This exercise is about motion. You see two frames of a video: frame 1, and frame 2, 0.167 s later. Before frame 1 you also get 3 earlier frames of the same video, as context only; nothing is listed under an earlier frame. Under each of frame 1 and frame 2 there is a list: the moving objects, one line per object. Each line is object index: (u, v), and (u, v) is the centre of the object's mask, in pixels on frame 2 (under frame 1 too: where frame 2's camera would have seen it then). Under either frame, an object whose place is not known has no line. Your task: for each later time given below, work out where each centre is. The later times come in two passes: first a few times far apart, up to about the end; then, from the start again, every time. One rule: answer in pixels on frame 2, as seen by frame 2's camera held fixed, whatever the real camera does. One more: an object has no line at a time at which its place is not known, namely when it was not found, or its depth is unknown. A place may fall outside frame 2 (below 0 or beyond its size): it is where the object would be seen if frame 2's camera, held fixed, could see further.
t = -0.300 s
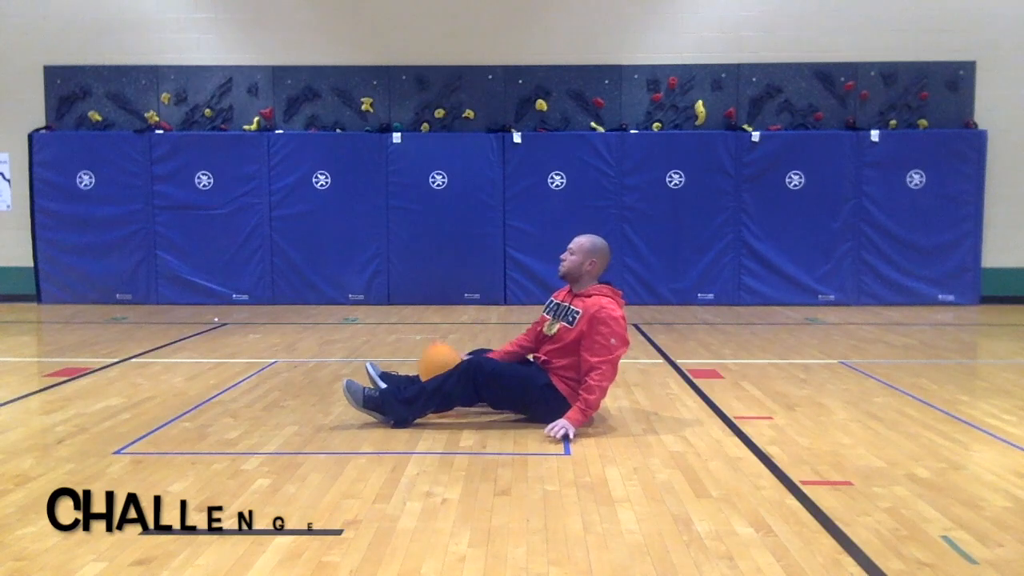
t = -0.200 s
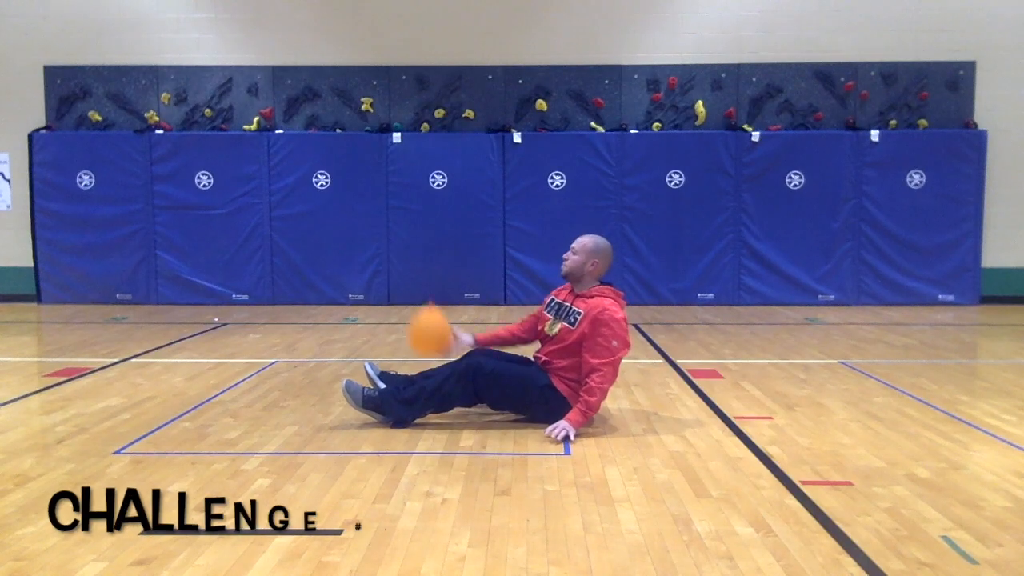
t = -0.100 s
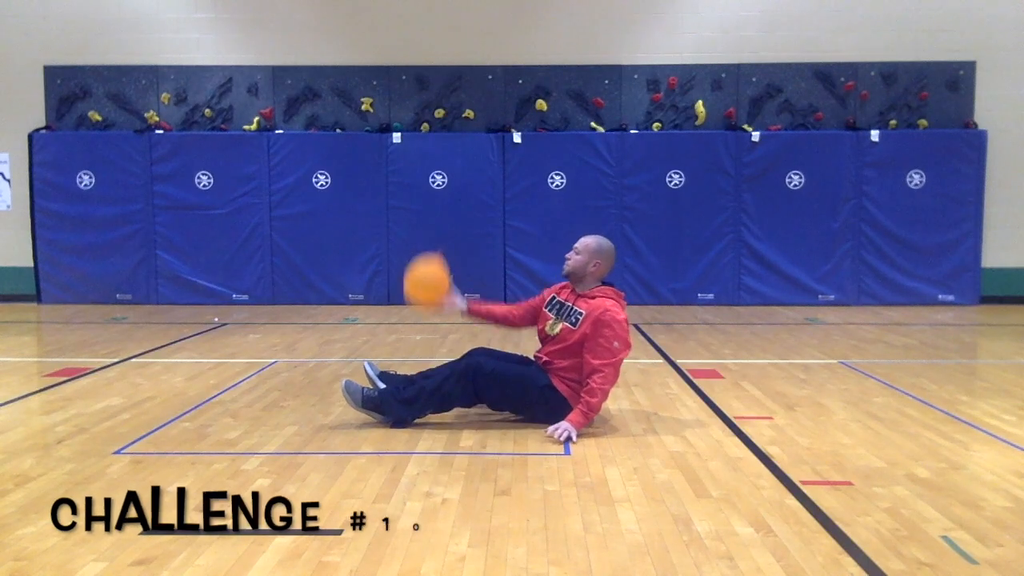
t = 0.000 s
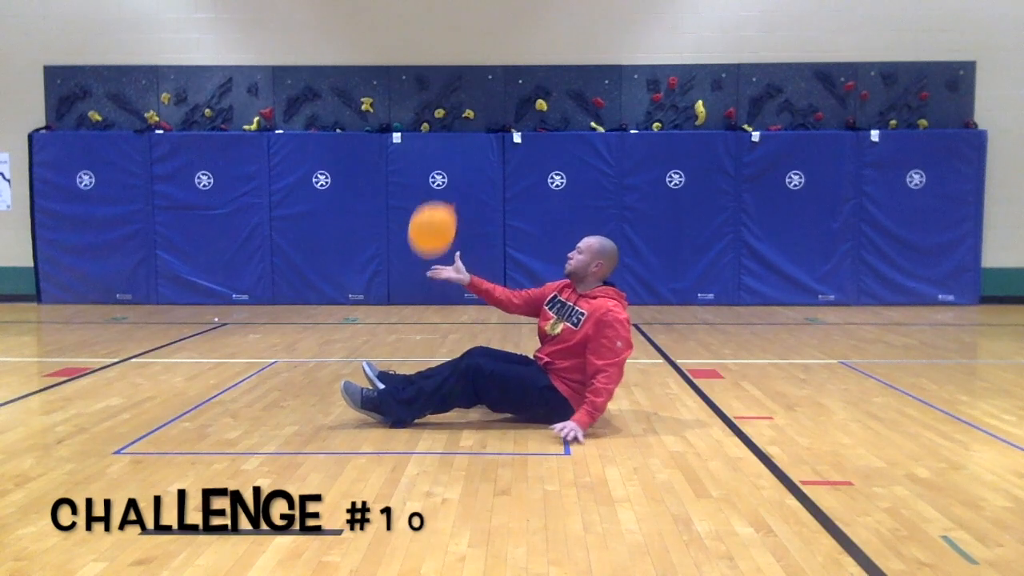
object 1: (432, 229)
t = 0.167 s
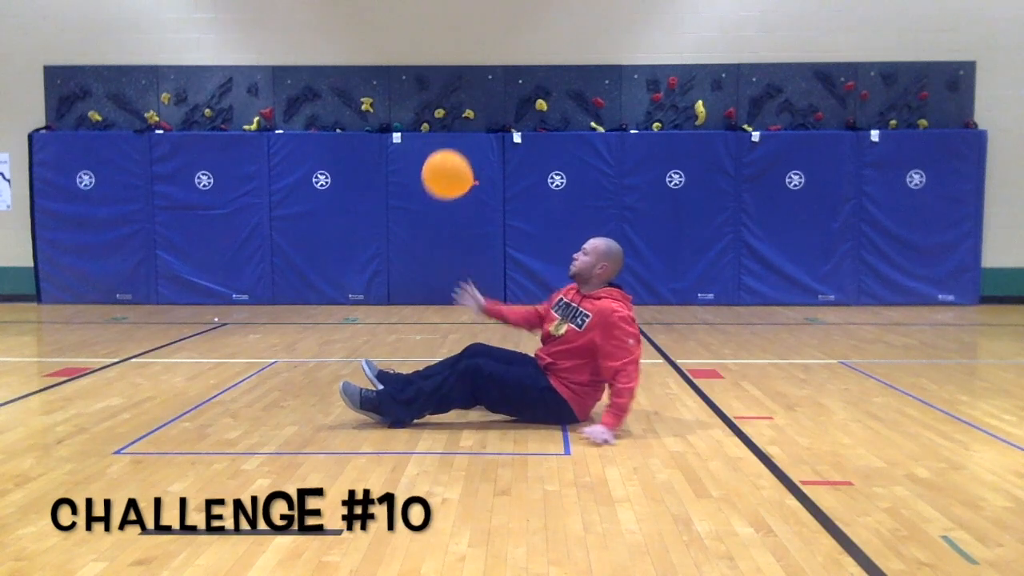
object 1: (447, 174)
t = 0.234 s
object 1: (453, 161)
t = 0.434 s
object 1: (465, 143)
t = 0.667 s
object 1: (470, 145)
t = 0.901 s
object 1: (471, 165)
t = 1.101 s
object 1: (469, 195)
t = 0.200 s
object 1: (450, 167)
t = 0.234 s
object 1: (453, 161)
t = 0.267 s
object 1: (455, 156)
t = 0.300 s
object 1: (458, 152)
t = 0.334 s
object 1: (460, 148)
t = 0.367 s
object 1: (462, 146)
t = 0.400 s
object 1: (464, 144)
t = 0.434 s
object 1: (465, 143)
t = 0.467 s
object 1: (467, 142)
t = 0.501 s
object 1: (467, 141)
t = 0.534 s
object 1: (468, 141)
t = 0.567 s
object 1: (469, 142)
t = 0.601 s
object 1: (469, 142)
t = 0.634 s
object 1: (470, 143)
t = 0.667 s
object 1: (470, 145)
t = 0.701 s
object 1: (470, 146)
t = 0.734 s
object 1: (470, 149)
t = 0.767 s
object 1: (471, 151)
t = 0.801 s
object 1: (471, 154)
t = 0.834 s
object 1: (471, 157)
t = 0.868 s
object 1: (471, 161)
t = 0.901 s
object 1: (471, 165)
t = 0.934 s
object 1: (471, 169)
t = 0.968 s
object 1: (471, 173)
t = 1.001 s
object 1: (470, 179)
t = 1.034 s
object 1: (470, 184)
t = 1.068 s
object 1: (470, 189)
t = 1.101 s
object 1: (469, 195)
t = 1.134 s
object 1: (468, 202)
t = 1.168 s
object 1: (467, 209)
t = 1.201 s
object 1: (466, 216)
